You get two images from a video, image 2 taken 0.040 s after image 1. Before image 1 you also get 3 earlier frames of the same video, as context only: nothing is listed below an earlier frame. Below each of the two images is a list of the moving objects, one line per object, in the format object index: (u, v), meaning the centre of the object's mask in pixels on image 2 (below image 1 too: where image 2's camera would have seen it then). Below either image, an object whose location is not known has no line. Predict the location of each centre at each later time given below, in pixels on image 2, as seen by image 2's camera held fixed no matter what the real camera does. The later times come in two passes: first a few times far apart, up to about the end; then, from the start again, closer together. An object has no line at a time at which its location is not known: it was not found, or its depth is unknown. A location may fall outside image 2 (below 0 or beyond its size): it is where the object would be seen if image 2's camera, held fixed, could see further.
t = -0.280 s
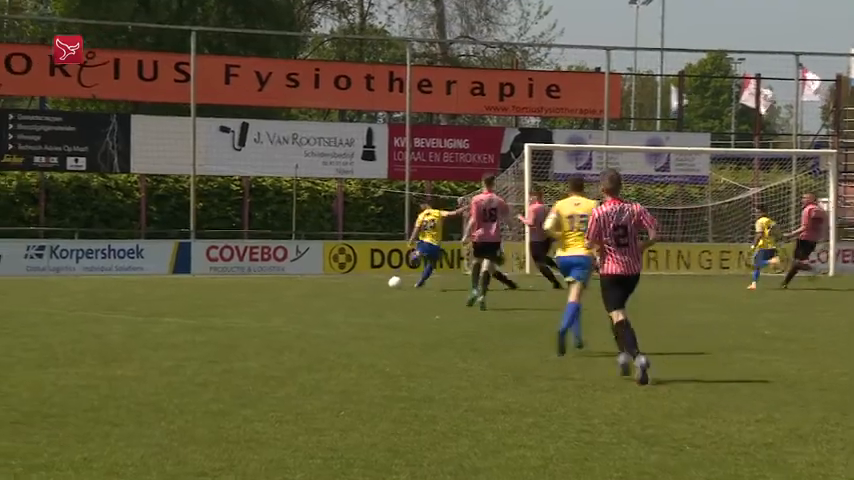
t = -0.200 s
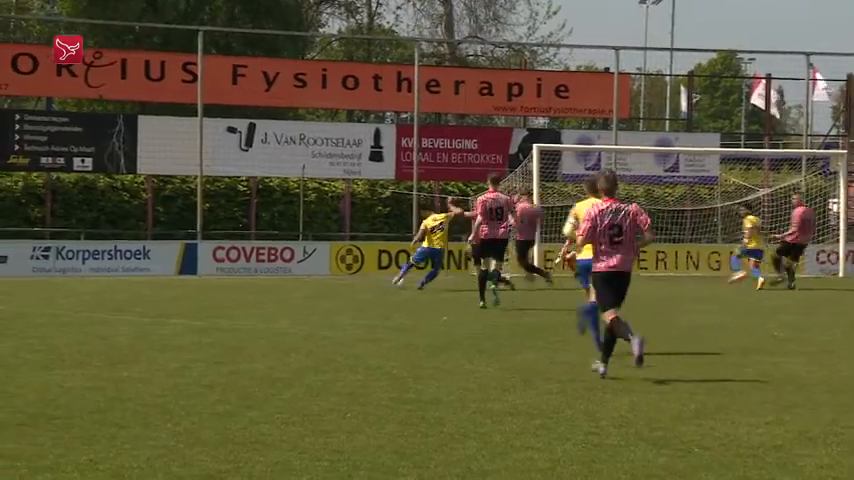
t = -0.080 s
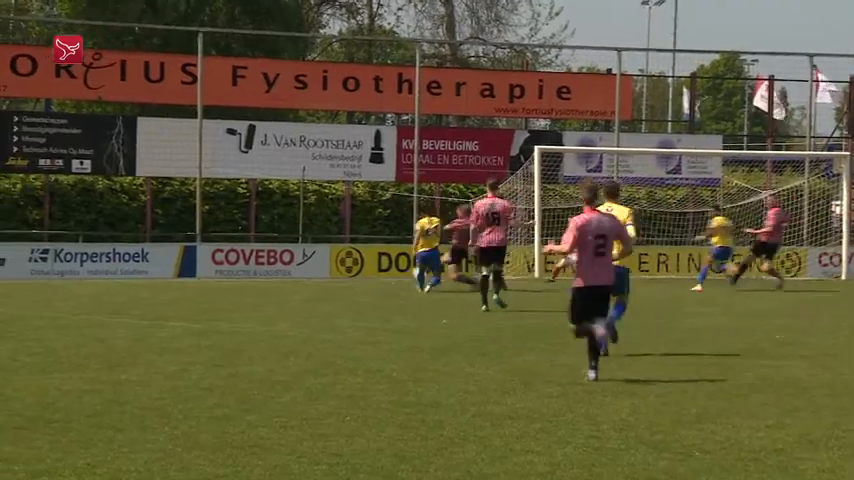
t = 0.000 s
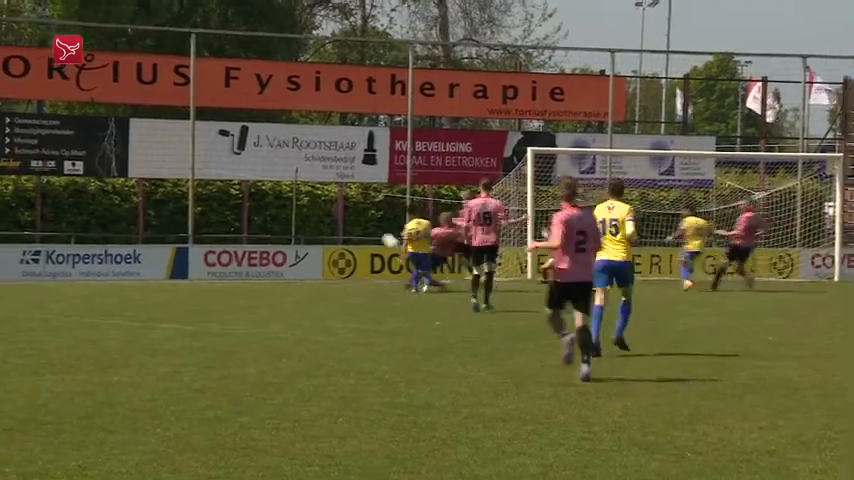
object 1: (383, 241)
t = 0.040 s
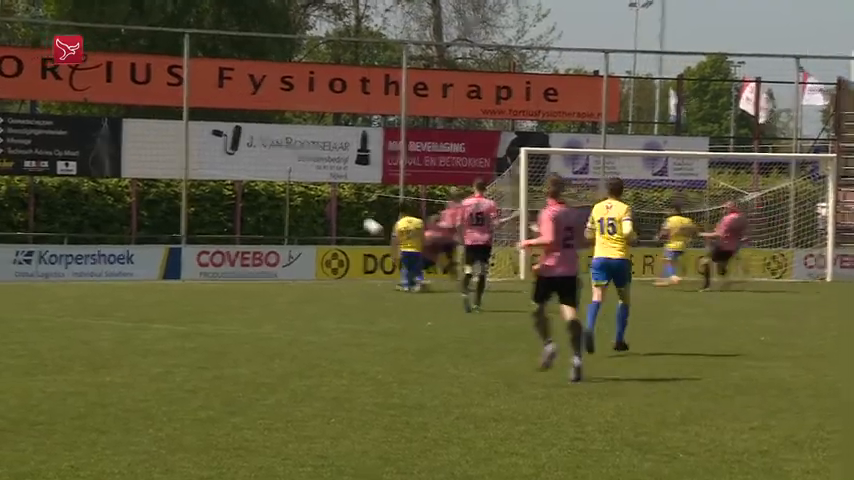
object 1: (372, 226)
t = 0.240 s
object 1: (314, 161)
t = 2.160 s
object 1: (-257, 179)
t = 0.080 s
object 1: (360, 212)
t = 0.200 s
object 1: (325, 172)
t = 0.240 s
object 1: (314, 161)
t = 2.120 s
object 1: (-244, 177)
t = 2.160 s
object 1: (-257, 179)
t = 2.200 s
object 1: (-270, 183)
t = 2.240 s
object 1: (-283, 187)
